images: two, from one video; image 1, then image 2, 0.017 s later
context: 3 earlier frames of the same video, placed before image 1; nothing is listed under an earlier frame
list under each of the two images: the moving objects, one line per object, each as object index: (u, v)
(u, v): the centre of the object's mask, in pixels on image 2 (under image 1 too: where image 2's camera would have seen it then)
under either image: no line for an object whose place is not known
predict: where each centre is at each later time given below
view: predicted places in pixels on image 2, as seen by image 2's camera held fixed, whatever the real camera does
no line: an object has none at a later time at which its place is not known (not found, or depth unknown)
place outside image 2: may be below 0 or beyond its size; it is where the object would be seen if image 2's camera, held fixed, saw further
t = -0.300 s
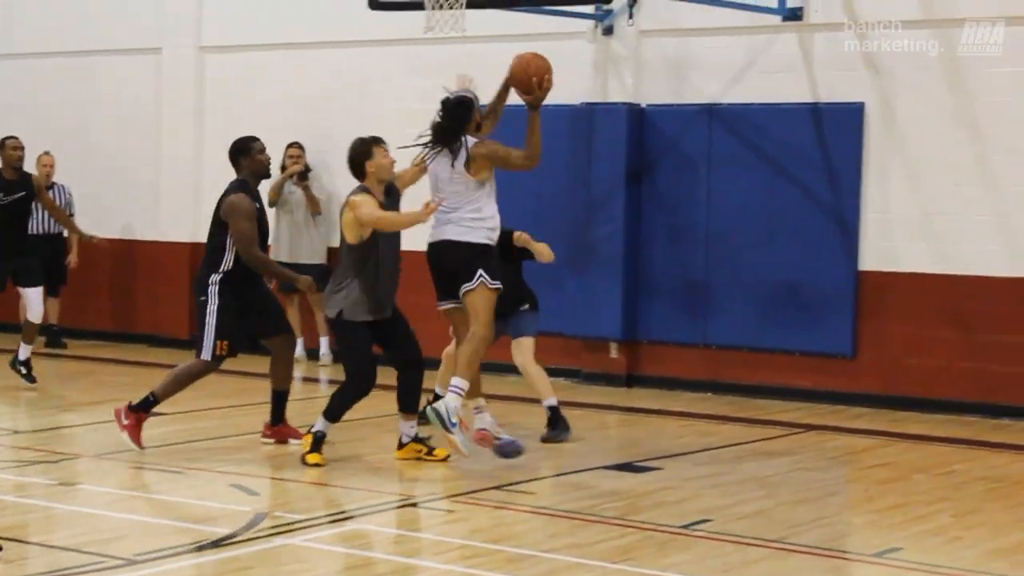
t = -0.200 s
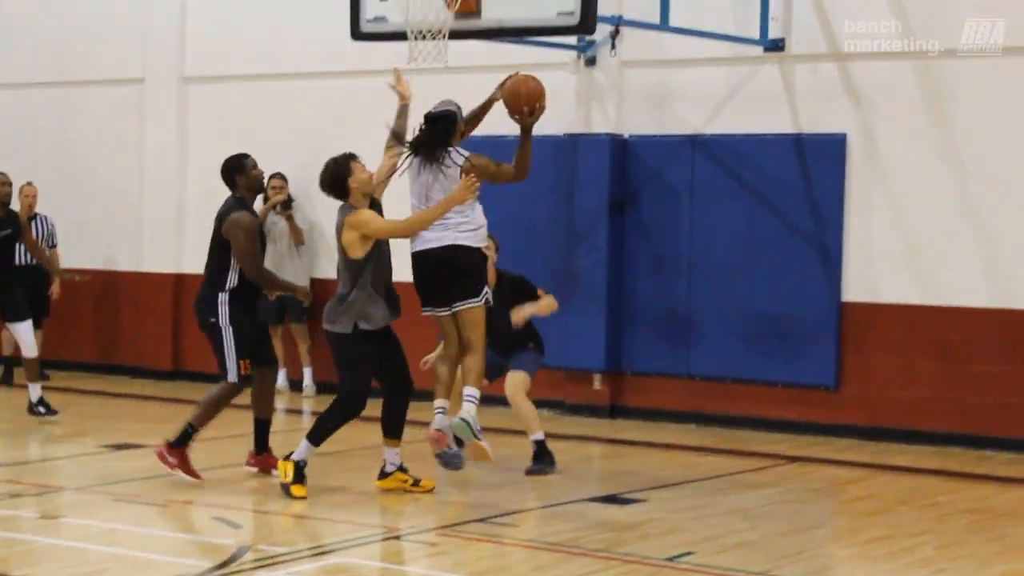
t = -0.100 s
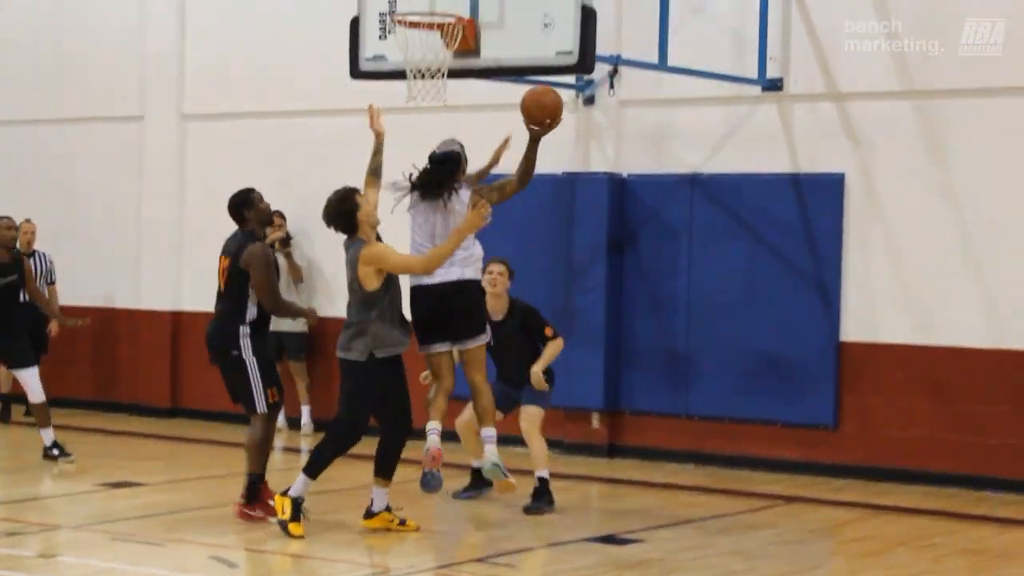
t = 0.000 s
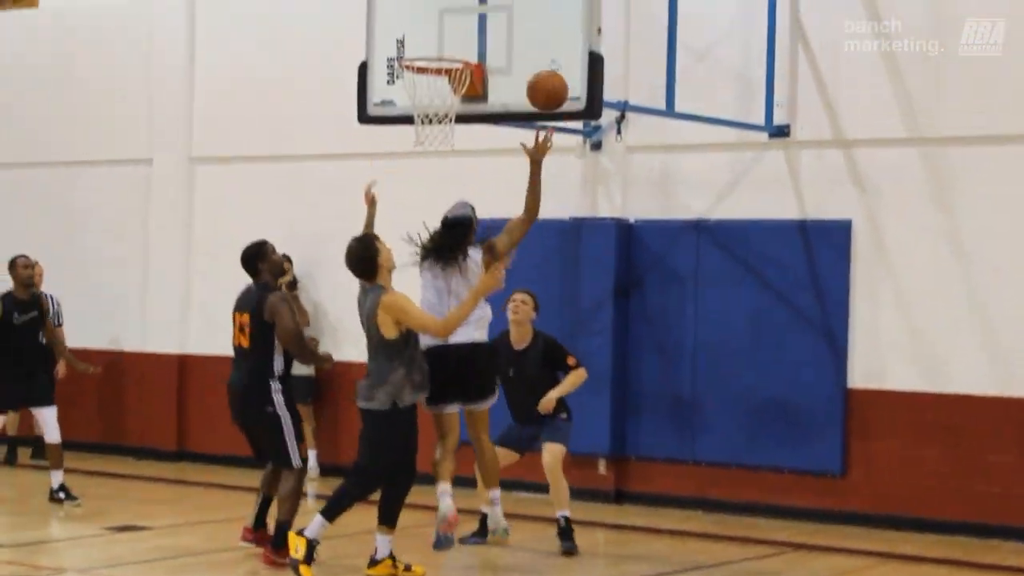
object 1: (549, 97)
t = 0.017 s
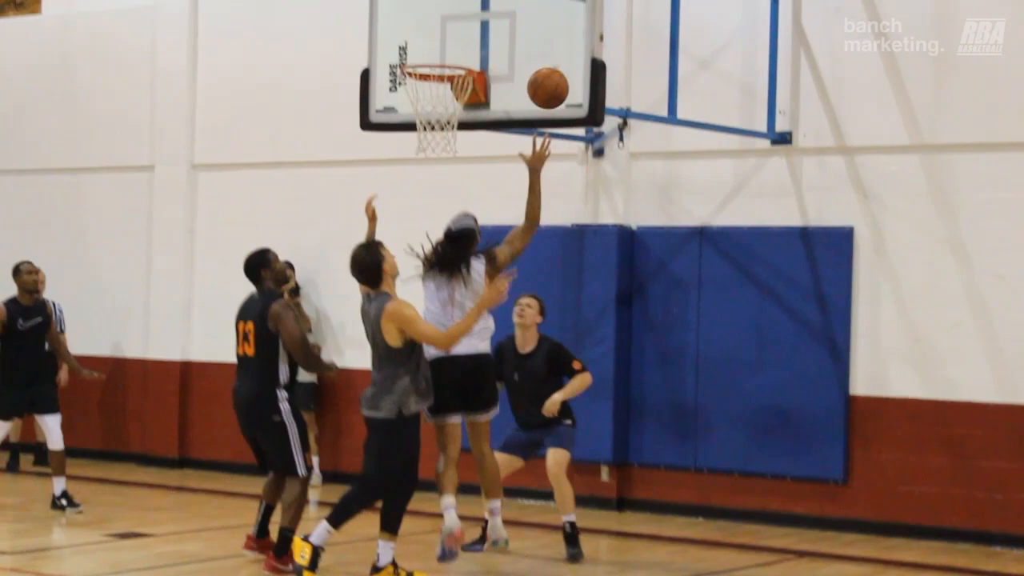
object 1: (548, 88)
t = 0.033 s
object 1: (546, 79)
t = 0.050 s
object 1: (544, 70)
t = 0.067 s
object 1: (543, 63)
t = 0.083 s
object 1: (543, 55)
